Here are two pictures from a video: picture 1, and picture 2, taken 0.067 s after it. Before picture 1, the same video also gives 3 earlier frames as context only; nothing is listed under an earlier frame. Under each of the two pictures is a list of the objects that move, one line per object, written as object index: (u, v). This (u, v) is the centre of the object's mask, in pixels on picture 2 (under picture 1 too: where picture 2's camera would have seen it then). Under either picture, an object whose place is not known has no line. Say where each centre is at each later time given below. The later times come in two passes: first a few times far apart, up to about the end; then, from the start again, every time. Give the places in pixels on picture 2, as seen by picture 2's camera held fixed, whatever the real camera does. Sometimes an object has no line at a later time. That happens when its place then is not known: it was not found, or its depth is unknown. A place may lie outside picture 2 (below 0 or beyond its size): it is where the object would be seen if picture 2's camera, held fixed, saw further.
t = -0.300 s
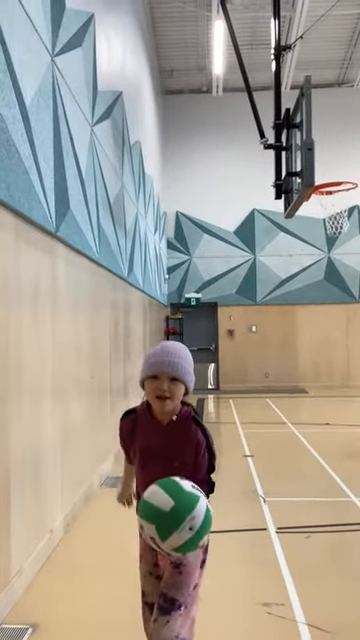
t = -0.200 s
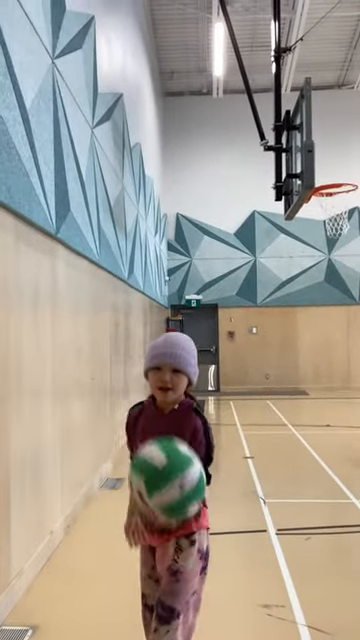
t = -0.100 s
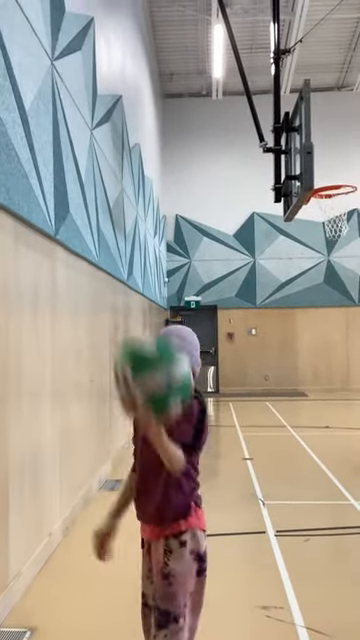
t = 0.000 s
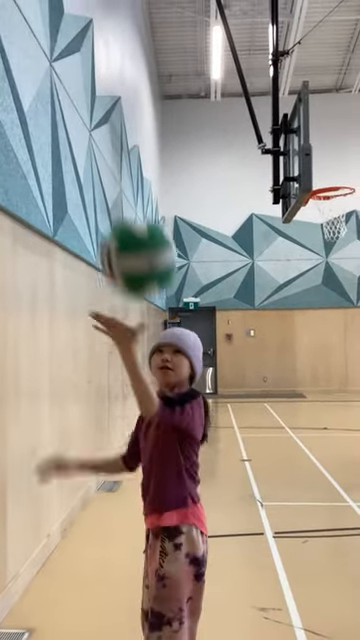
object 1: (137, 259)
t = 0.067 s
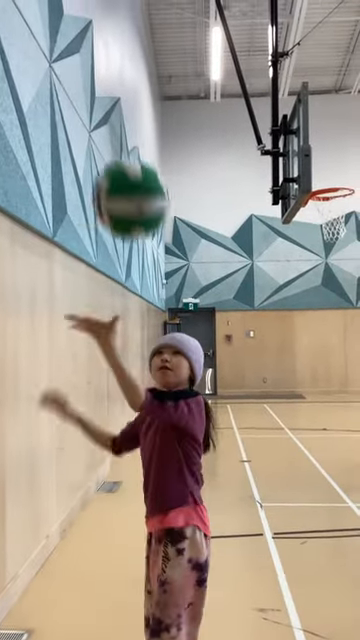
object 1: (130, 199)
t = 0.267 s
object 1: (111, 116)
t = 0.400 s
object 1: (101, 134)
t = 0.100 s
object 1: (126, 175)
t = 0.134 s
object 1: (123, 154)
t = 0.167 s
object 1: (119, 139)
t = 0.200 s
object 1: (116, 128)
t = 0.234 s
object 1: (114, 120)
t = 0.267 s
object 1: (111, 116)
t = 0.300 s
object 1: (108, 116)
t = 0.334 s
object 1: (105, 119)
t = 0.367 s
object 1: (103, 126)
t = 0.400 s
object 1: (101, 134)
